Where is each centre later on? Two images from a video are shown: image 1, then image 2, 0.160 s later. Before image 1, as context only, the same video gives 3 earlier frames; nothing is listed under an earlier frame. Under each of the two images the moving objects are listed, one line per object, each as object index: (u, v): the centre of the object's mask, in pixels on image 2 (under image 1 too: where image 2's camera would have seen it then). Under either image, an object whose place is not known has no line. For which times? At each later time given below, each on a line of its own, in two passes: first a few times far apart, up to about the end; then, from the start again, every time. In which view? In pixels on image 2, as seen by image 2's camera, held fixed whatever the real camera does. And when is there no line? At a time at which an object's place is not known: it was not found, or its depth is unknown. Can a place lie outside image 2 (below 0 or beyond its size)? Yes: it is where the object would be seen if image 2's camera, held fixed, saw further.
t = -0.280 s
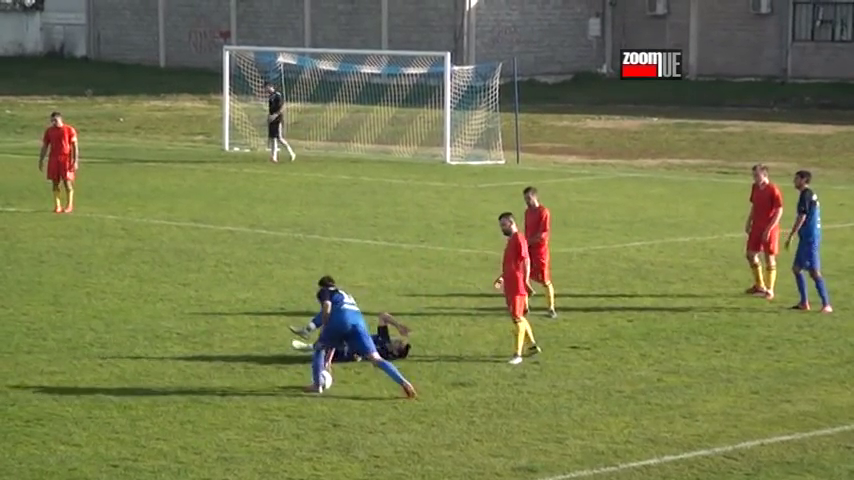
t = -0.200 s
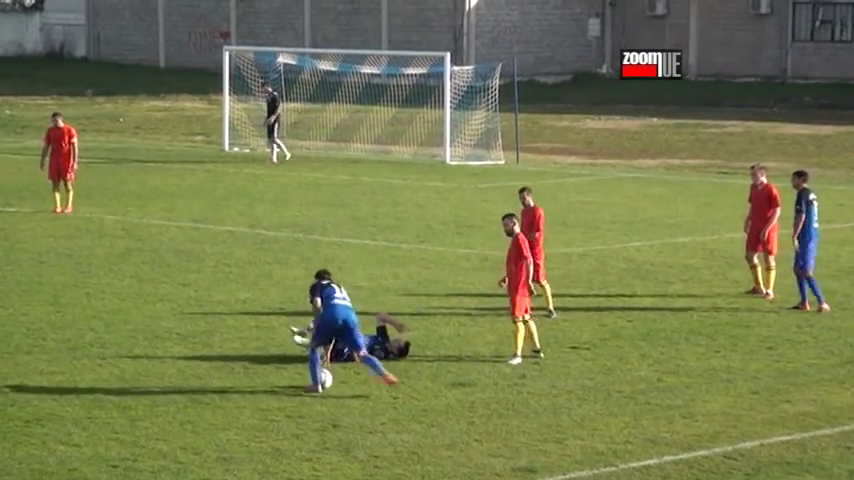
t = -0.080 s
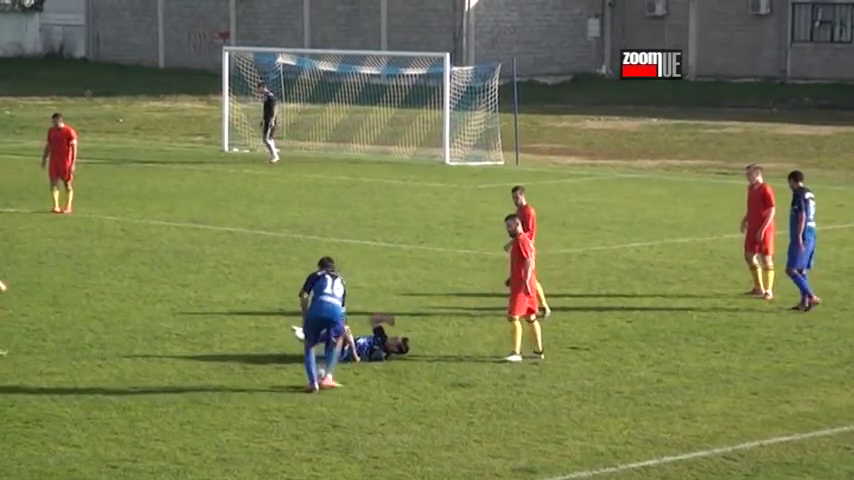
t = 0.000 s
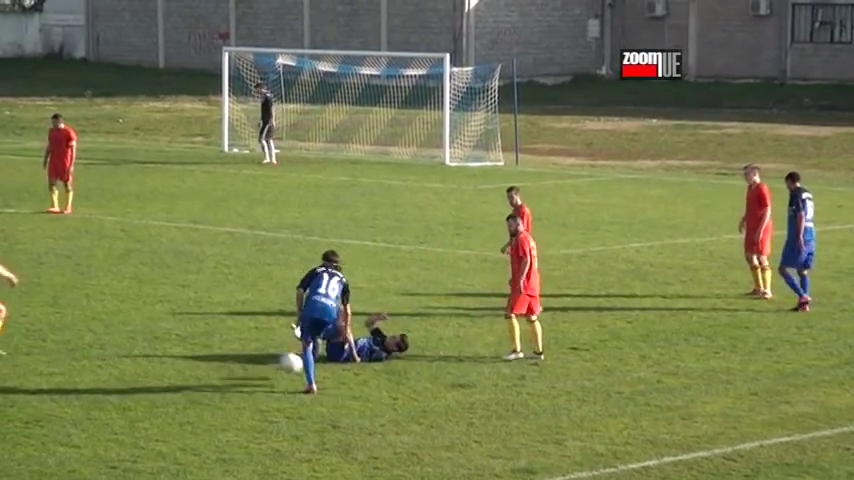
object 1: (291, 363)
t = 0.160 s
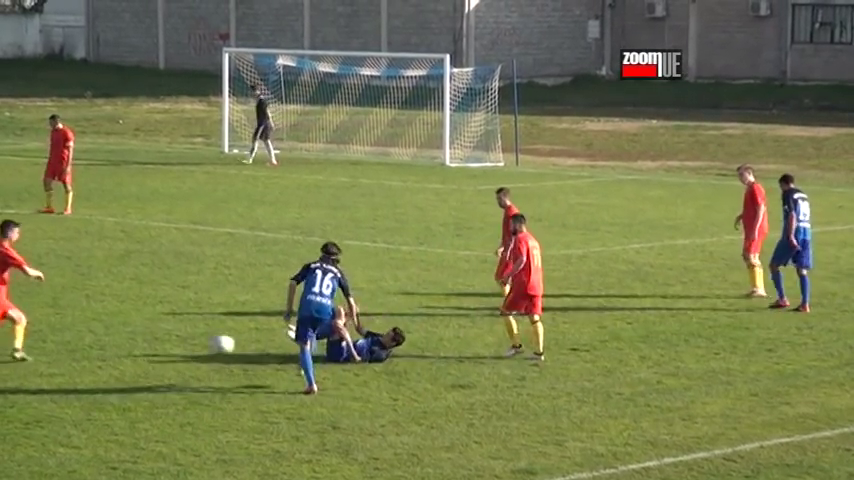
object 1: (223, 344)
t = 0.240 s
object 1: (189, 343)
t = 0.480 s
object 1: (109, 325)
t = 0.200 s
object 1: (208, 343)
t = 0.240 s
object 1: (189, 343)
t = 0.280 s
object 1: (175, 340)
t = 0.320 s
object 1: (162, 336)
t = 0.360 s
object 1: (150, 332)
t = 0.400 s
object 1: (134, 330)
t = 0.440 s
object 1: (121, 328)
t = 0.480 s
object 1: (109, 325)
